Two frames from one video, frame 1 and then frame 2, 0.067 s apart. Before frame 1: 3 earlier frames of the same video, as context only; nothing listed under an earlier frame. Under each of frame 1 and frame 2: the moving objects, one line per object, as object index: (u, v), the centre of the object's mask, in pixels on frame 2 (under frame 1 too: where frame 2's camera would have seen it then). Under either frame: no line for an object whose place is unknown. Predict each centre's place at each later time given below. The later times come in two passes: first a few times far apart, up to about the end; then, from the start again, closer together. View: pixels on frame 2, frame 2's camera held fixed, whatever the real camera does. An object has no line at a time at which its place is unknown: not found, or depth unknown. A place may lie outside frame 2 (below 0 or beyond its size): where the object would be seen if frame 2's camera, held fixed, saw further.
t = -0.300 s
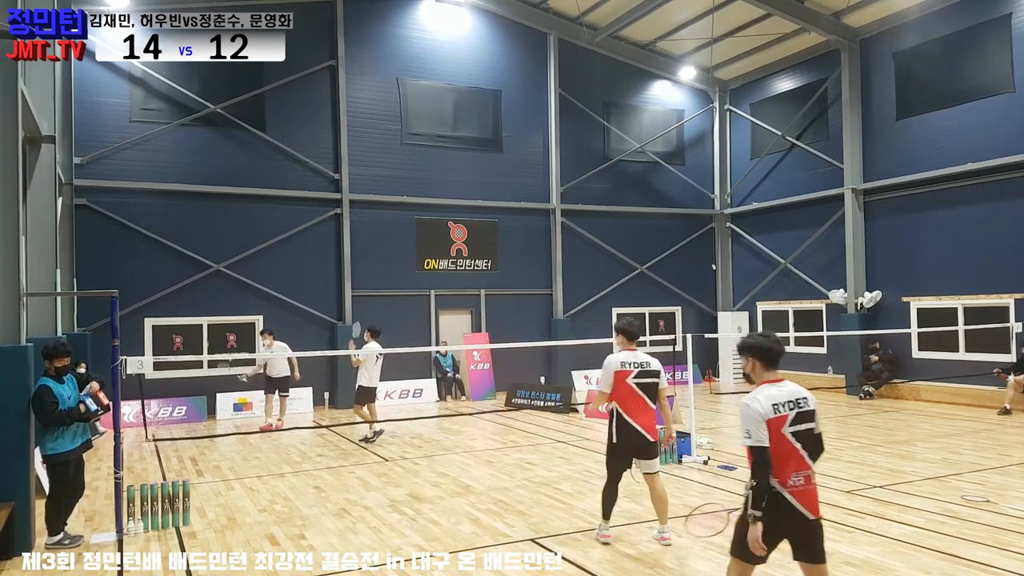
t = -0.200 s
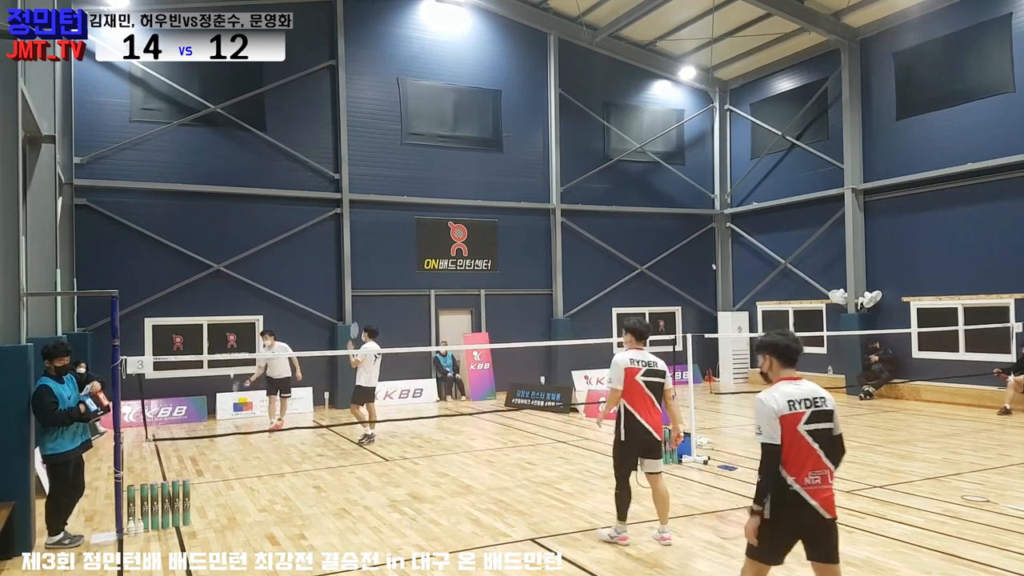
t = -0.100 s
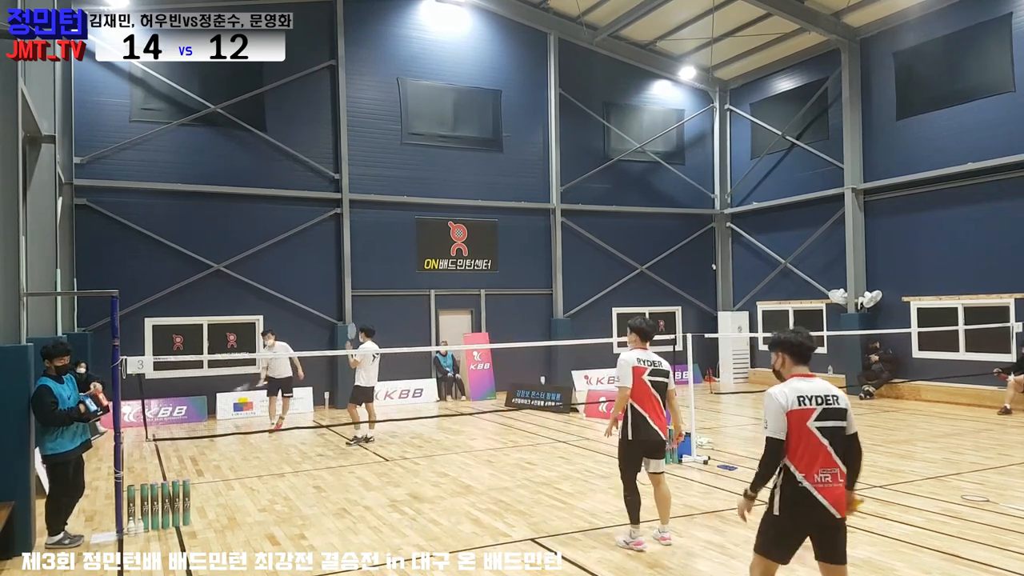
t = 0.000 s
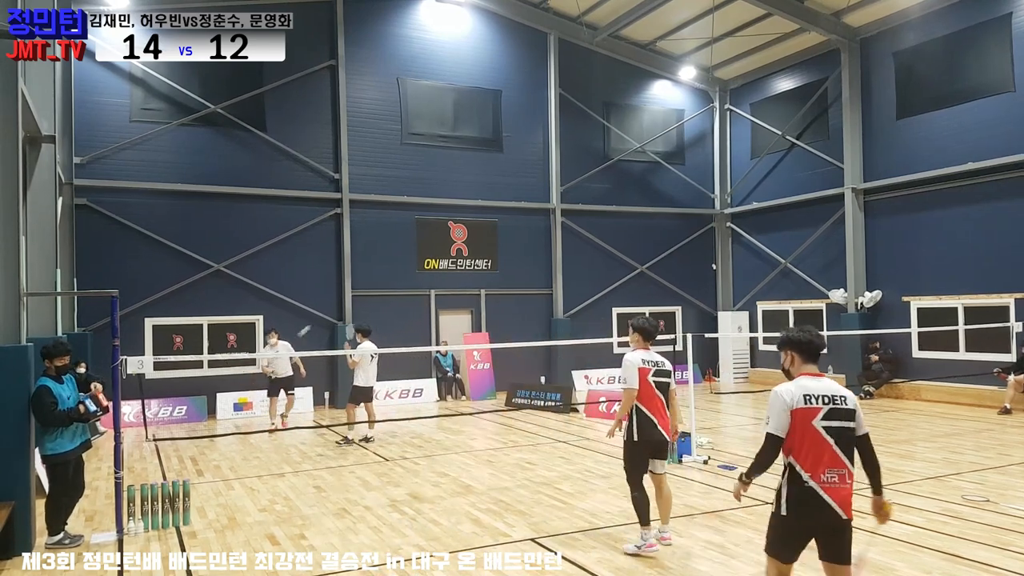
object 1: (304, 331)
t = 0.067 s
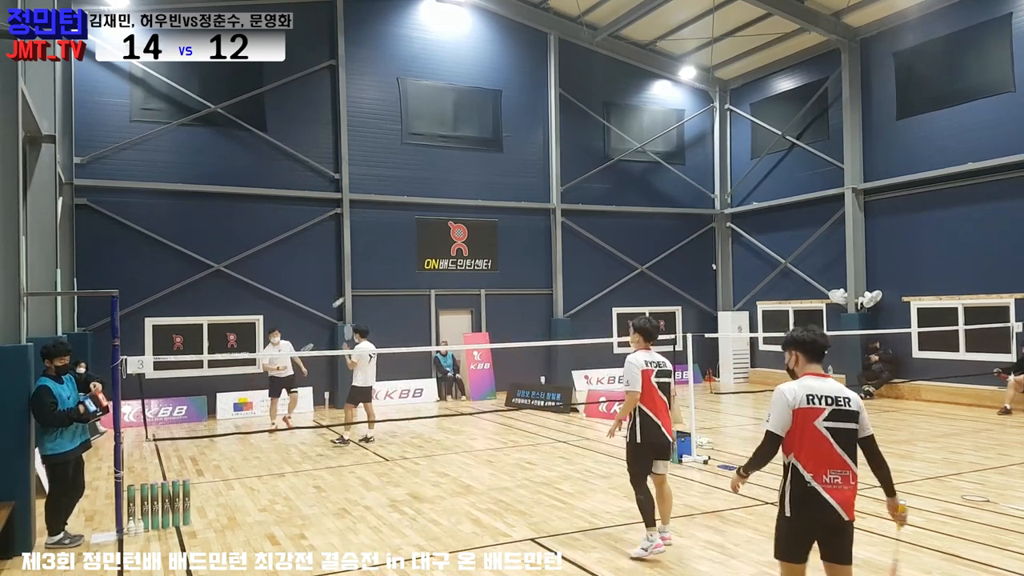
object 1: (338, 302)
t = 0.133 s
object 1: (369, 280)
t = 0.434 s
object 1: (485, 231)
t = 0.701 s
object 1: (574, 256)
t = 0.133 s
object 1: (369, 280)
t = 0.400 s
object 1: (473, 232)
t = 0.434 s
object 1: (485, 231)
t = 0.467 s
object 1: (496, 231)
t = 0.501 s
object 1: (507, 231)
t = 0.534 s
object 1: (519, 233)
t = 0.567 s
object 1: (530, 235)
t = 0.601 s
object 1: (541, 239)
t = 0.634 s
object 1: (552, 243)
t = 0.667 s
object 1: (563, 249)
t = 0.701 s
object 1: (574, 256)
